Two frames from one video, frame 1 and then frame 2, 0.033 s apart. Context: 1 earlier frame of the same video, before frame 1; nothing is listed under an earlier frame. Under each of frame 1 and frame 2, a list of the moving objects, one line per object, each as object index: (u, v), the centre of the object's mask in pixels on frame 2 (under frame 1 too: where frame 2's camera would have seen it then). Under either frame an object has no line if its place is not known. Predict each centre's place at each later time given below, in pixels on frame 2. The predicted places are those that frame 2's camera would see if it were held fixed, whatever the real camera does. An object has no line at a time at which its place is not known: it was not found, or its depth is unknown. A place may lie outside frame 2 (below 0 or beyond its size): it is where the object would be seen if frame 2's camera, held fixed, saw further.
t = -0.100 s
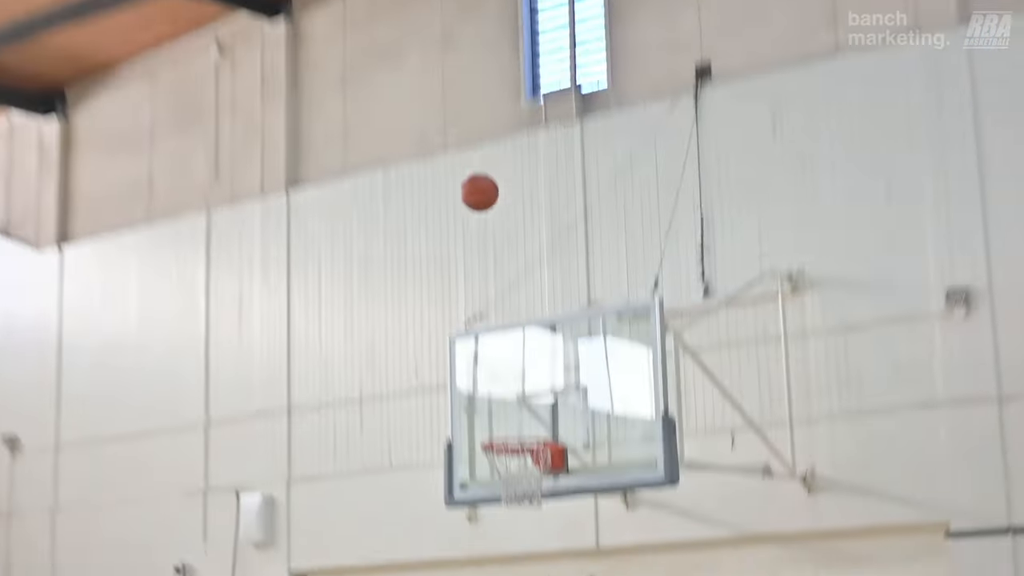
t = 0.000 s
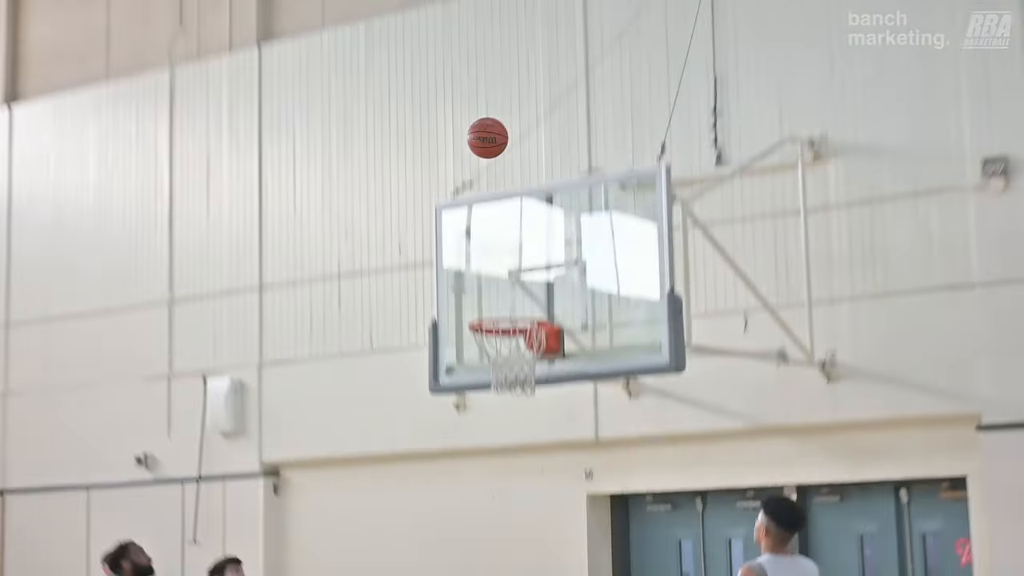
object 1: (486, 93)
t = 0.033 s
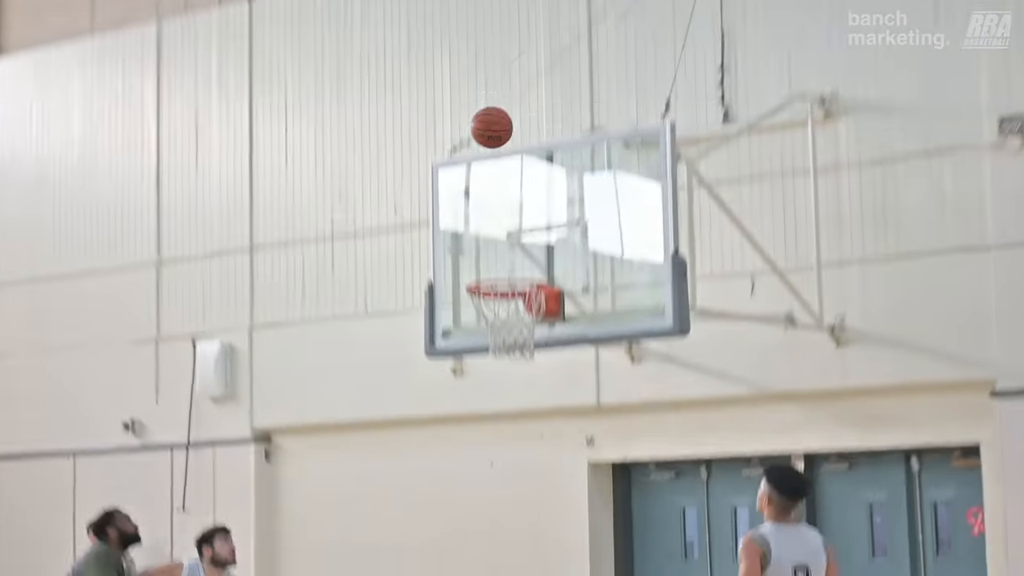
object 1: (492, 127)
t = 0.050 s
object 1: (495, 144)
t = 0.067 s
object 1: (498, 161)
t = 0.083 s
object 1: (501, 178)
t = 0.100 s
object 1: (505, 196)
